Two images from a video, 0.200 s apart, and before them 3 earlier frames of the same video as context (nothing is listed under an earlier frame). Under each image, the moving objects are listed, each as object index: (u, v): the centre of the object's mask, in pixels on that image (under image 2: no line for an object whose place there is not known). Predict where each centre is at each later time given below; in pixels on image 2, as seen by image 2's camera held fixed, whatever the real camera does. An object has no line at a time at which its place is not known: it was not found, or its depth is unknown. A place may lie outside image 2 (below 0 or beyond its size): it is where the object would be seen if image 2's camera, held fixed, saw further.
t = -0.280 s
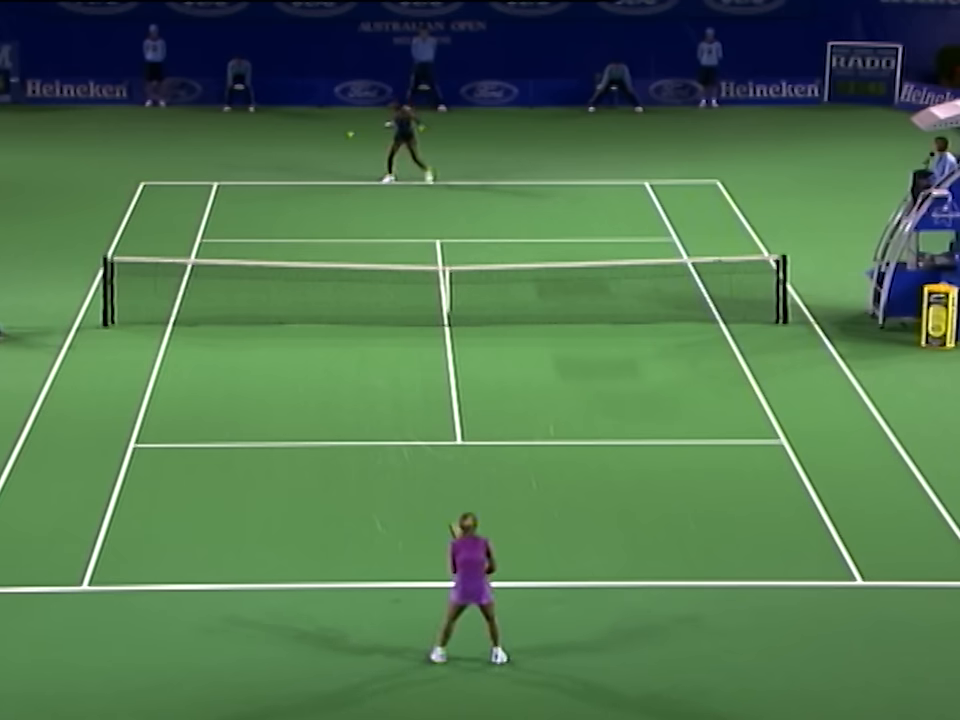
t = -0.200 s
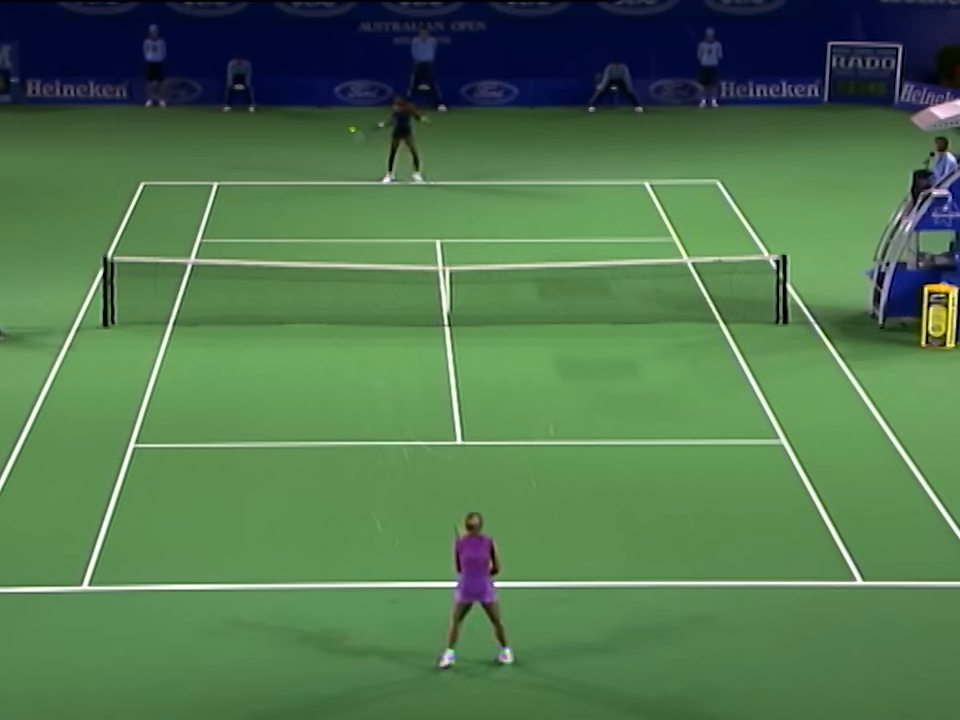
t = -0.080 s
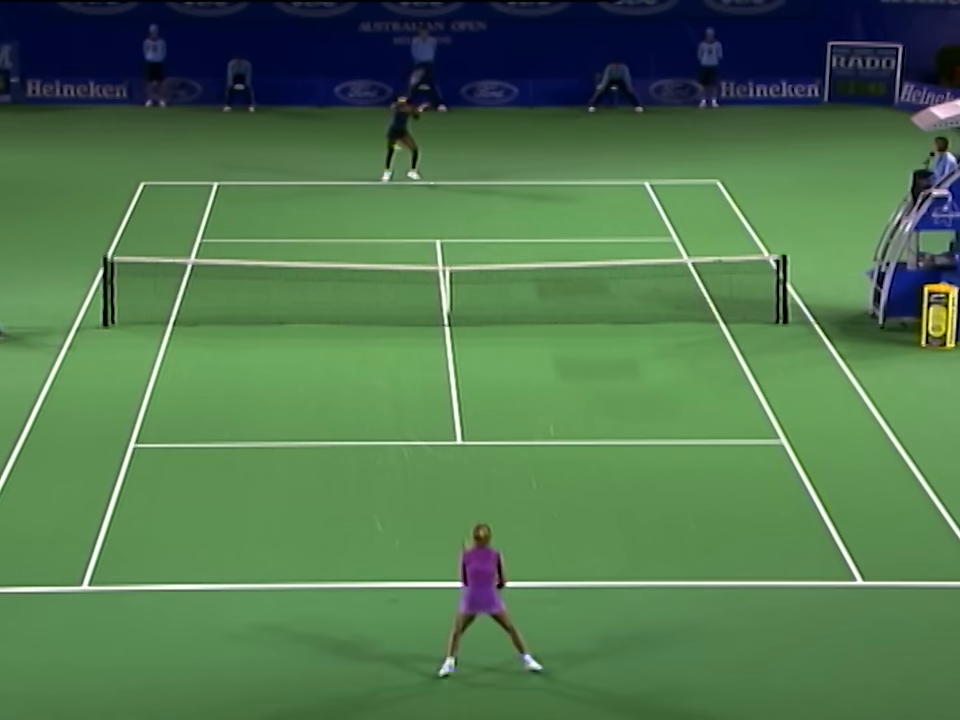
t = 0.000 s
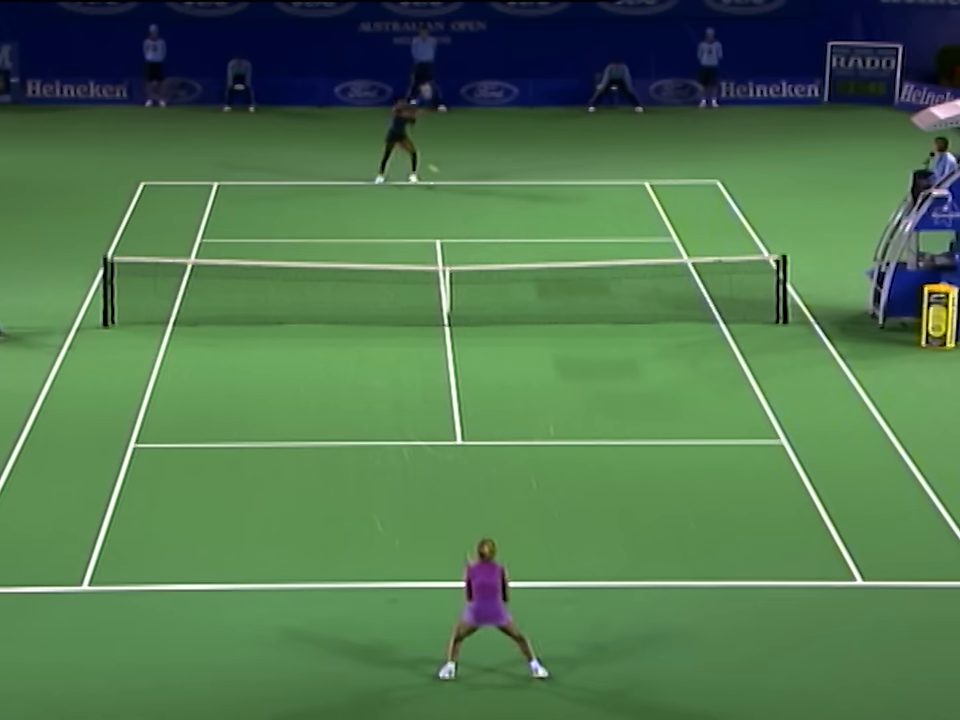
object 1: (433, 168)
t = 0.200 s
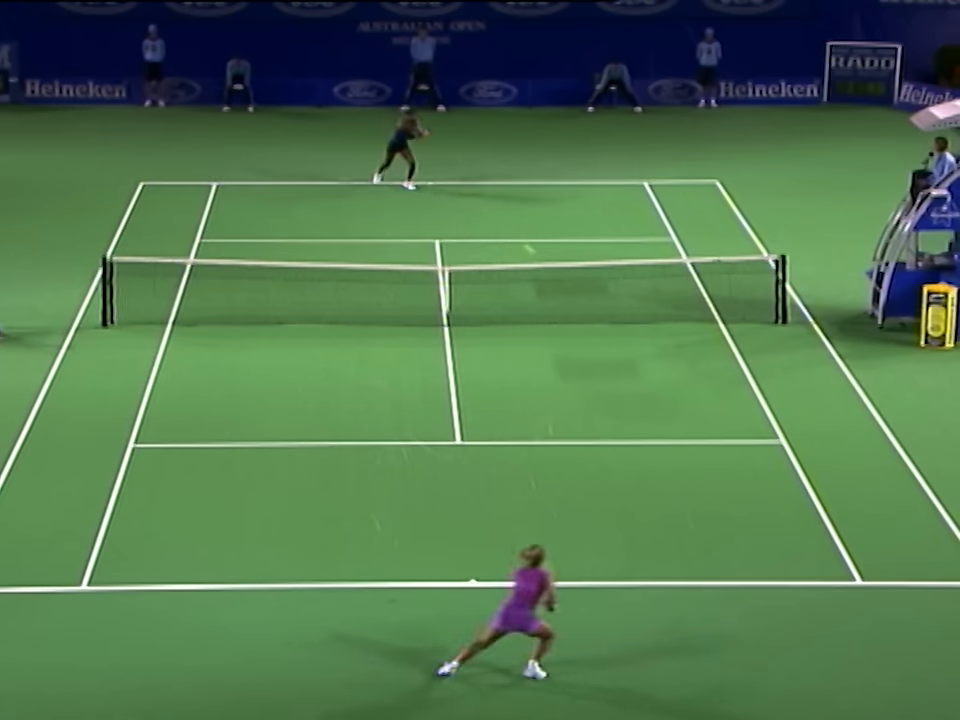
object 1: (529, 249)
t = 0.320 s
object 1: (593, 319)
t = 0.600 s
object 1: (749, 491)
